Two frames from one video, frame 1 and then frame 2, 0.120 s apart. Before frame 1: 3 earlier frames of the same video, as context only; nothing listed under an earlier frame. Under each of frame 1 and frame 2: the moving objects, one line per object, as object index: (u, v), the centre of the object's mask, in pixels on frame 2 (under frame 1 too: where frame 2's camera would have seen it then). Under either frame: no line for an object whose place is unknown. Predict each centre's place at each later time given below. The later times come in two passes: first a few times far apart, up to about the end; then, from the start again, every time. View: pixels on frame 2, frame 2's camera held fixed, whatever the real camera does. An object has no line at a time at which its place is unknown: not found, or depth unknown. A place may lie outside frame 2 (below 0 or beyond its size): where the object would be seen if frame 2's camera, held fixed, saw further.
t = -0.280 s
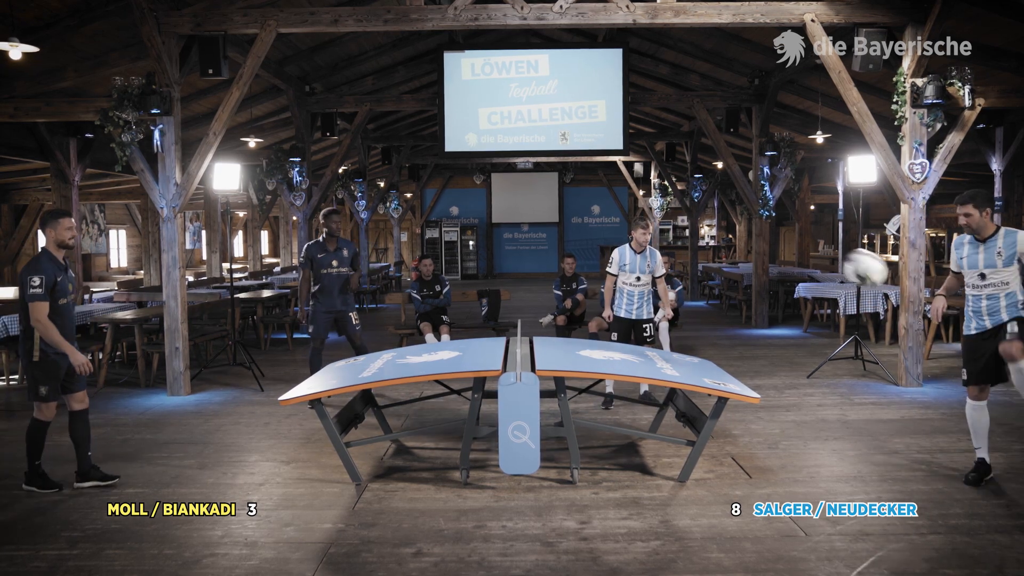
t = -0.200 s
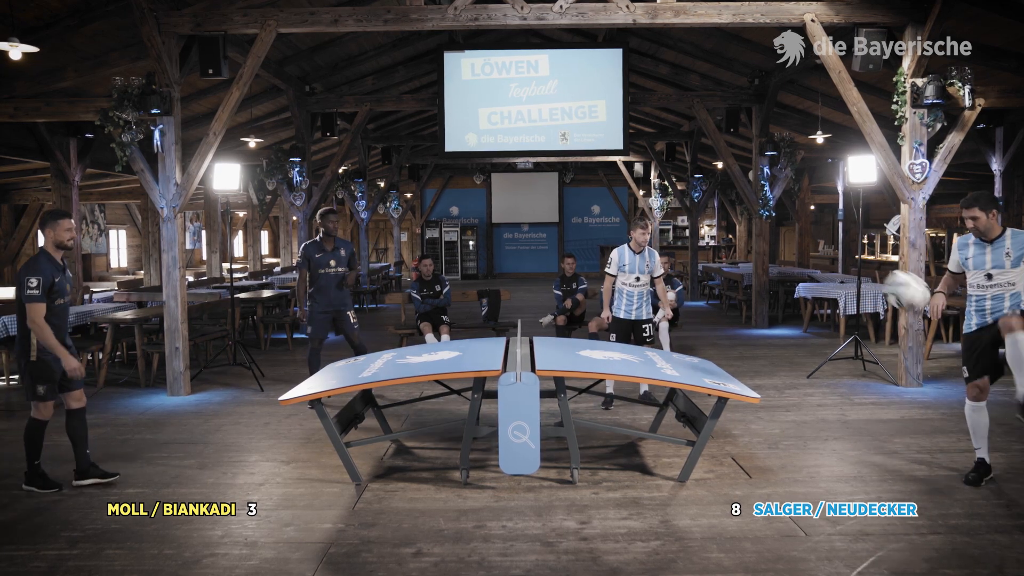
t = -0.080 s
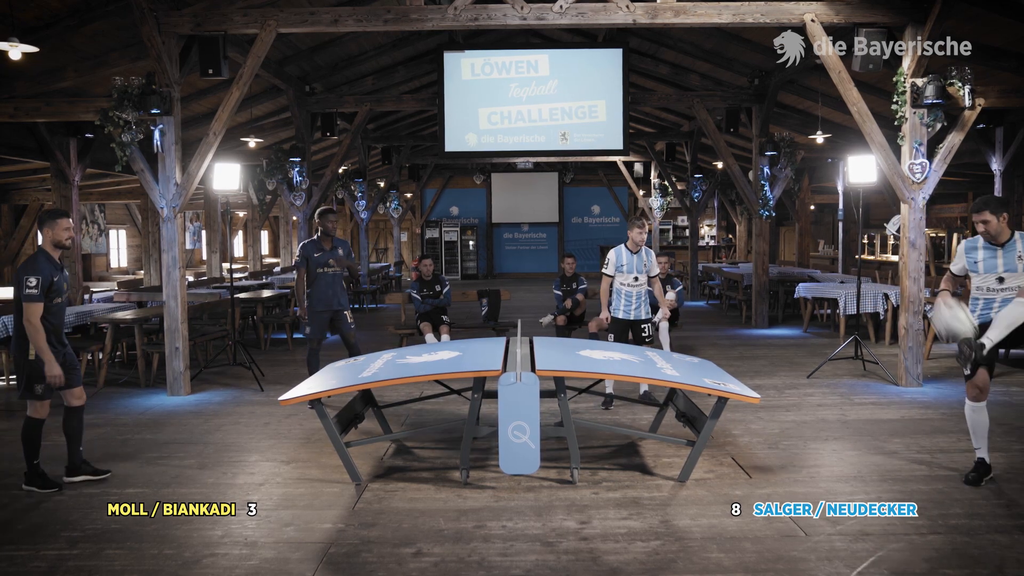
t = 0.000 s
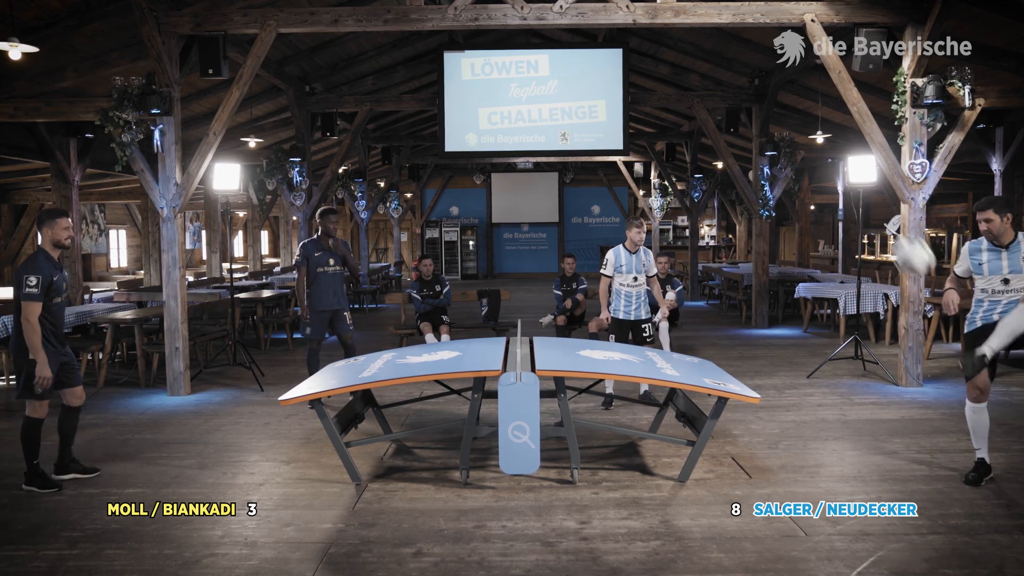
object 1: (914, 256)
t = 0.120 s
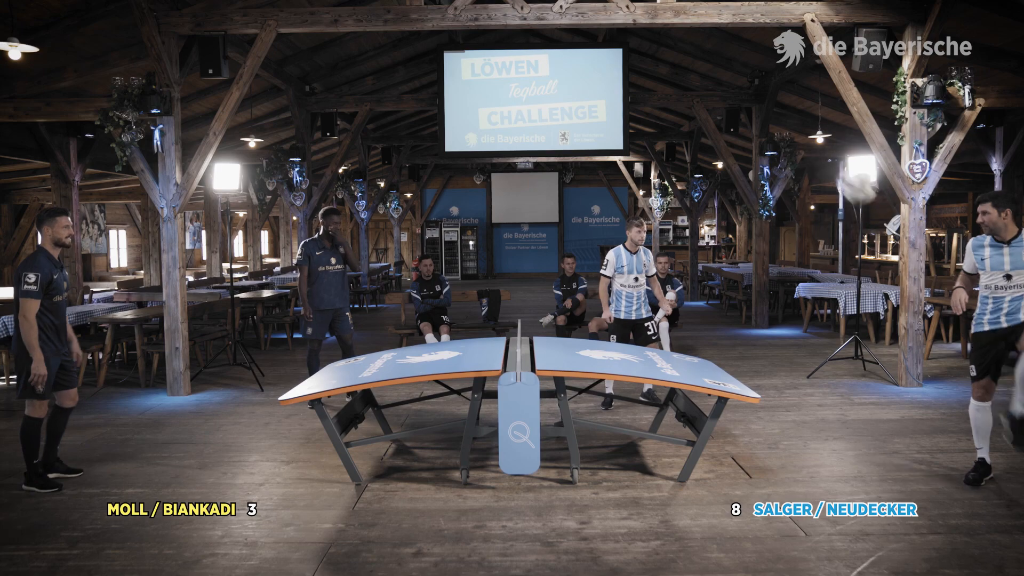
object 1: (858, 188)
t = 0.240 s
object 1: (808, 141)
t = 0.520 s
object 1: (715, 128)
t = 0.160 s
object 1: (836, 165)
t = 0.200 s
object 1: (824, 153)
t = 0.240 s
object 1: (808, 141)
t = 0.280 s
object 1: (793, 132)
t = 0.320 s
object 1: (779, 126)
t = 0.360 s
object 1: (765, 122)
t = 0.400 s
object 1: (752, 121)
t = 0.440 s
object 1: (739, 121)
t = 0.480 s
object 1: (727, 123)
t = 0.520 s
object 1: (715, 128)
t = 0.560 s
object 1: (704, 134)
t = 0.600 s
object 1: (694, 141)
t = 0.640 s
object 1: (683, 151)
